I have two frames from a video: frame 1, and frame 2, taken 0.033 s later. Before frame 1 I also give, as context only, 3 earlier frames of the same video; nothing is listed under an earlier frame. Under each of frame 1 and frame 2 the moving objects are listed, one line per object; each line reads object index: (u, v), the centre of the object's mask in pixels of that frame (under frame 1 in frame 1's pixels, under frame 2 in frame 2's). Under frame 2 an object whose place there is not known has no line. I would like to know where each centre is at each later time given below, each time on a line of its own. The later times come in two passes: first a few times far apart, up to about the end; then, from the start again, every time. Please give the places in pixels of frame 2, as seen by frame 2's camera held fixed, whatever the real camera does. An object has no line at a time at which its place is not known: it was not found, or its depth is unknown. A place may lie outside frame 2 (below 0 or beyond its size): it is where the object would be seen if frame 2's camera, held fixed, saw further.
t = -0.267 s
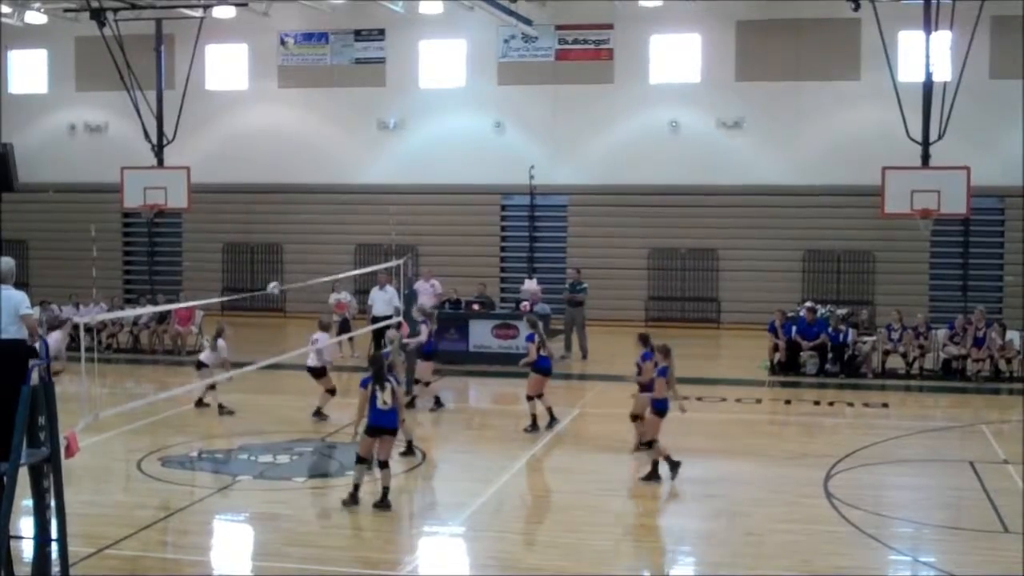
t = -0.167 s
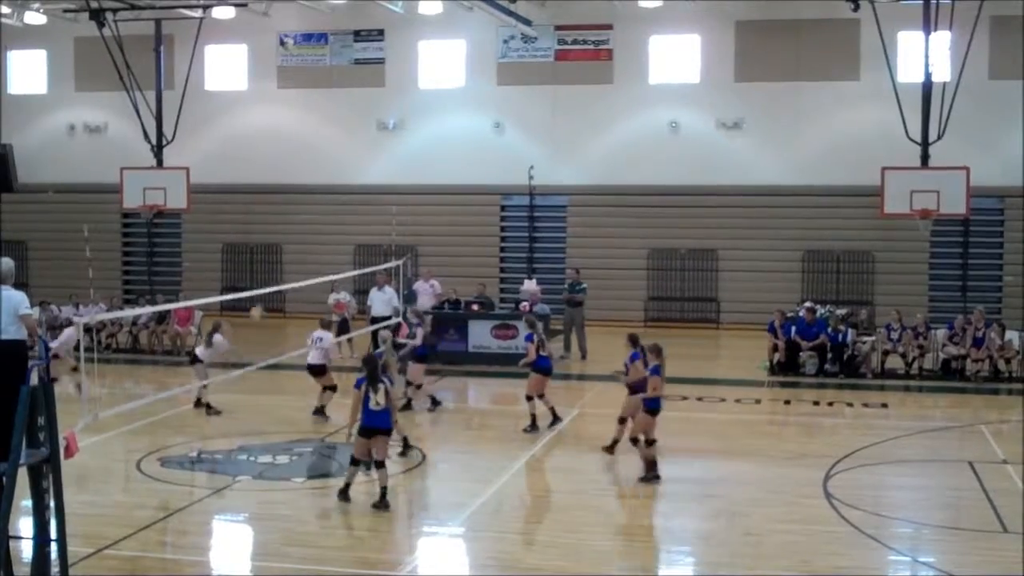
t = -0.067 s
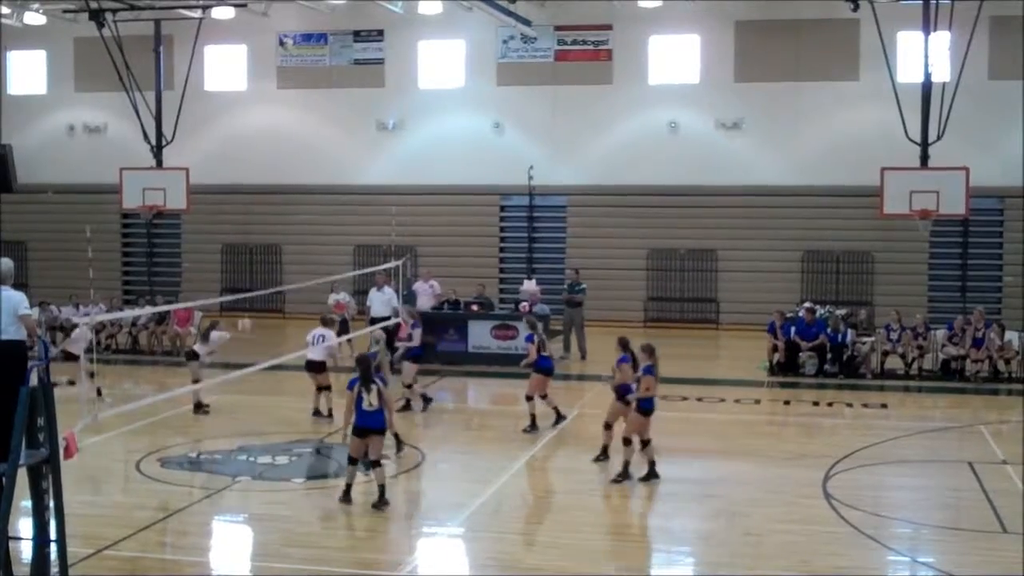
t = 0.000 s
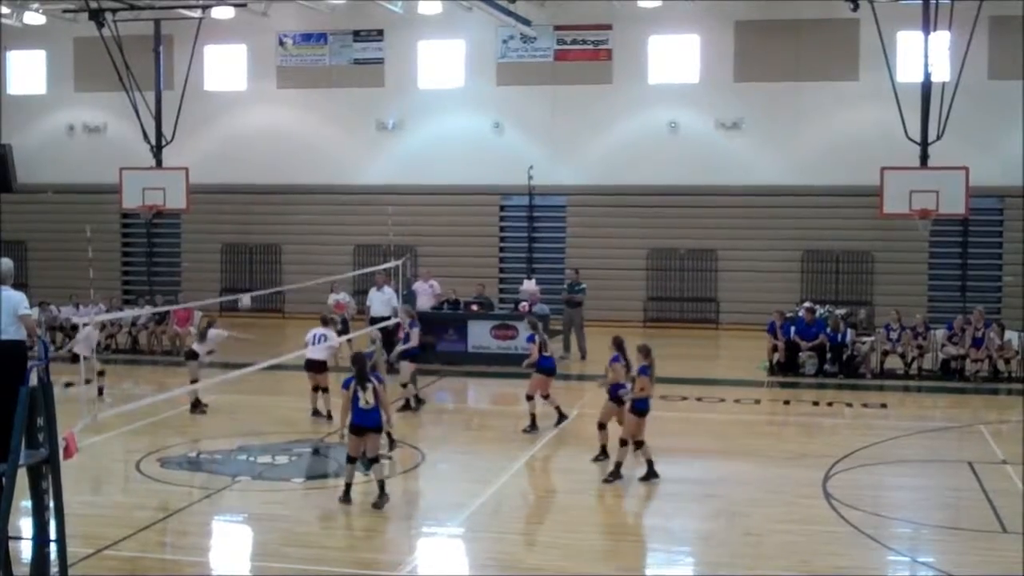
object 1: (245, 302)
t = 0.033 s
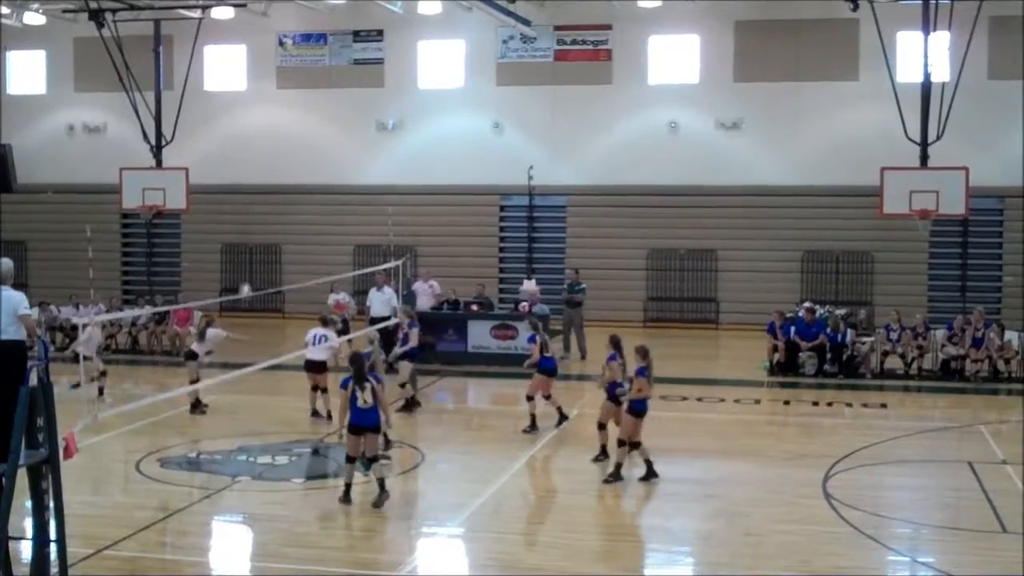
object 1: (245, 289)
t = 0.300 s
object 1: (249, 232)
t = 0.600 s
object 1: (252, 215)
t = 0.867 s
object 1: (258, 250)
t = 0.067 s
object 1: (245, 282)
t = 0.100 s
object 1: (246, 274)
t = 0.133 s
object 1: (246, 264)
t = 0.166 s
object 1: (246, 257)
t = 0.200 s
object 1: (247, 249)
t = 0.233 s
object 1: (248, 243)
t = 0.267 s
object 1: (248, 237)
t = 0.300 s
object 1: (249, 232)
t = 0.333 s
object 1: (249, 227)
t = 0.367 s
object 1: (249, 223)
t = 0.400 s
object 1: (249, 220)
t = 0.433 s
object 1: (250, 218)
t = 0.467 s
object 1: (251, 215)
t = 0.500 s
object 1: (251, 215)
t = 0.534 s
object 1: (251, 214)
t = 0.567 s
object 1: (251, 214)
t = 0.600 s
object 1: (252, 215)
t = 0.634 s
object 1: (252, 217)
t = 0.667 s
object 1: (253, 218)
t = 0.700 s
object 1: (254, 223)
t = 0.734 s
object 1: (255, 226)
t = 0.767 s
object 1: (256, 232)
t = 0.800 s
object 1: (256, 237)
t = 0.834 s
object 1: (256, 242)
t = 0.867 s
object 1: (258, 250)
